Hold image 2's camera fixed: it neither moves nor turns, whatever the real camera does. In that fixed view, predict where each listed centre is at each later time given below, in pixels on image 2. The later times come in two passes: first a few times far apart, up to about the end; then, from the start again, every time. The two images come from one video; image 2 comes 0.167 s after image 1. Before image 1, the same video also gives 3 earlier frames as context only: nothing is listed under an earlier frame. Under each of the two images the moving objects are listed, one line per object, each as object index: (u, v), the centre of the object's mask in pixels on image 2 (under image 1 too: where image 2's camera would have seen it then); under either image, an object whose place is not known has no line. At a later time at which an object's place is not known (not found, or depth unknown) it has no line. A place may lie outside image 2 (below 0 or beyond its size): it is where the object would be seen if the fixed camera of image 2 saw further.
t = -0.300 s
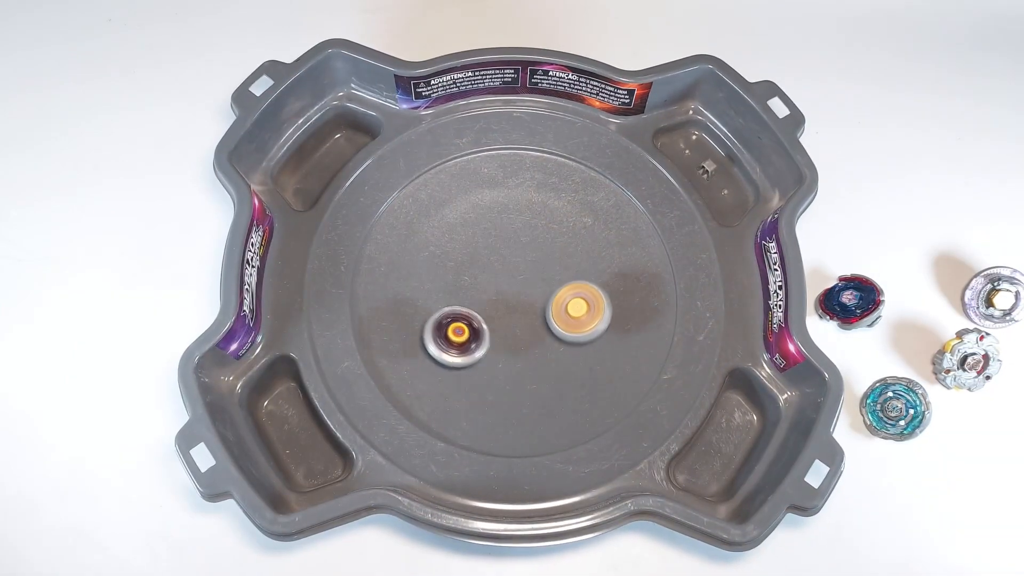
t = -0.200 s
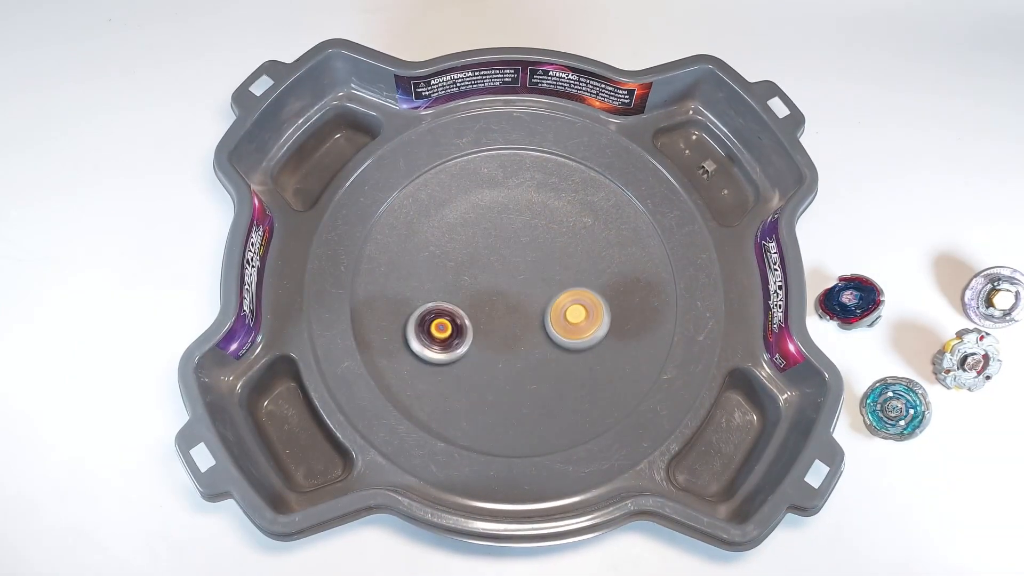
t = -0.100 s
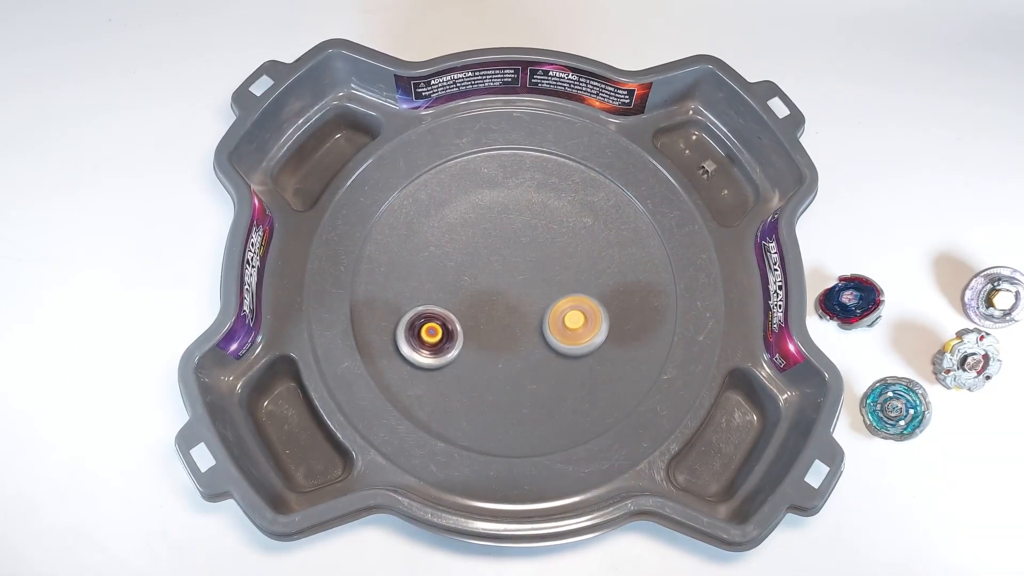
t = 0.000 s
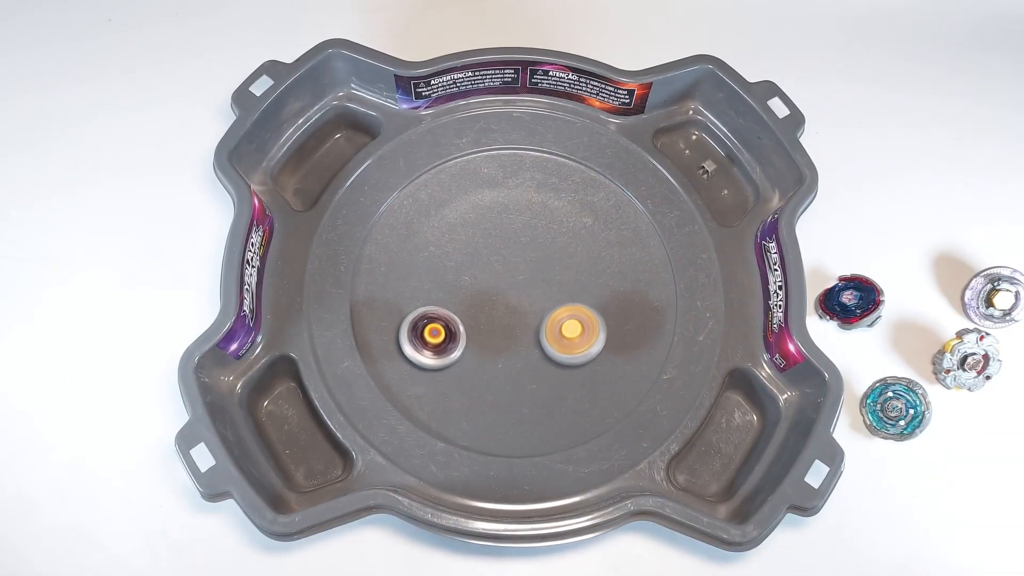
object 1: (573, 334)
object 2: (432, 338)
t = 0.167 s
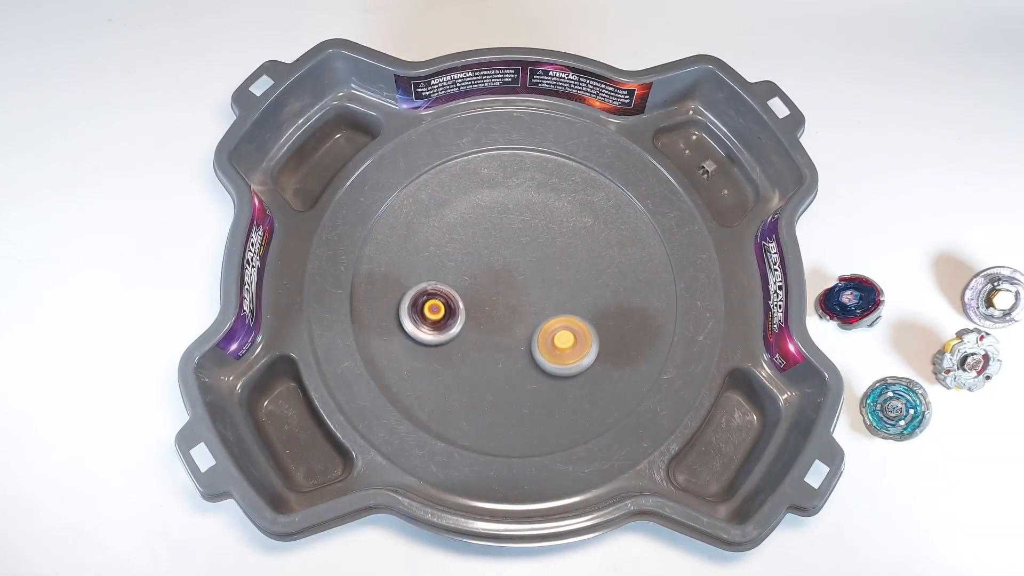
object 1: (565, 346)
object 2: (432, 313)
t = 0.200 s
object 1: (563, 347)
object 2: (431, 309)
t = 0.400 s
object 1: (551, 357)
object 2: (426, 296)
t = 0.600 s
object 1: (531, 360)
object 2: (435, 274)
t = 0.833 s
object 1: (505, 356)
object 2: (462, 250)
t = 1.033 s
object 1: (475, 343)
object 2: (469, 252)
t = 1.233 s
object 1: (452, 325)
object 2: (515, 242)
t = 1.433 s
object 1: (442, 303)
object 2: (526, 226)
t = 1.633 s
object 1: (440, 279)
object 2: (526, 221)
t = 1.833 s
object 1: (449, 260)
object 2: (545, 246)
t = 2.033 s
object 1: (462, 241)
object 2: (574, 255)
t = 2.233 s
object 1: (476, 227)
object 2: (580, 252)
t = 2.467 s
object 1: (500, 225)
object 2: (584, 282)
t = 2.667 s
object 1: (525, 230)
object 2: (589, 300)
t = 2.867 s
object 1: (546, 246)
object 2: (577, 313)
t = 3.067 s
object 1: (557, 257)
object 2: (576, 338)
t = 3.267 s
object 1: (559, 272)
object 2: (554, 336)
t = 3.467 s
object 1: (559, 253)
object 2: (535, 367)
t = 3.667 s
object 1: (538, 270)
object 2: (523, 345)
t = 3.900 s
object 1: (582, 227)
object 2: (469, 393)
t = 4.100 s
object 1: (585, 196)
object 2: (452, 377)
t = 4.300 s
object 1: (530, 247)
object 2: (483, 324)
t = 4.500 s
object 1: (527, 261)
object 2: (475, 303)
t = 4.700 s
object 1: (588, 243)
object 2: (446, 297)
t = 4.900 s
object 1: (584, 236)
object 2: (469, 269)
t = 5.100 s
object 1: (573, 254)
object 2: (477, 236)
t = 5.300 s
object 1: (572, 280)
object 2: (475, 237)
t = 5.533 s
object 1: (566, 311)
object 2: (523, 236)
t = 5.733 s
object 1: (563, 329)
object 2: (543, 226)
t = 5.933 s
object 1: (557, 334)
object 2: (544, 232)
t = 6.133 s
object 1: (542, 337)
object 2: (556, 244)
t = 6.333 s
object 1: (517, 333)
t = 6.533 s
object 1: (497, 321)
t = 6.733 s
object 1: (478, 306)
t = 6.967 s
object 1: (462, 296)
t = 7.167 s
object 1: (459, 295)
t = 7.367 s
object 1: (474, 285)
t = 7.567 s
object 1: (497, 278)
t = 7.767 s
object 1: (519, 276)
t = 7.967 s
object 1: (539, 276)
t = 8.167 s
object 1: (555, 276)
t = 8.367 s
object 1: (561, 276)
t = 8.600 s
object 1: (559, 289)
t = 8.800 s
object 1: (555, 300)
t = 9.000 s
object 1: (546, 309)
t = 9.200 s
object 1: (534, 314)
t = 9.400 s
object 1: (522, 316)
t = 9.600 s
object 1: (524, 395)
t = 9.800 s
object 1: (534, 375)
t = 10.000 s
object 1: (536, 350)
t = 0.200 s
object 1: (563, 347)
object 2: (431, 309)
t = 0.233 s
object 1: (561, 349)
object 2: (429, 306)
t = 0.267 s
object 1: (559, 351)
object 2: (428, 304)
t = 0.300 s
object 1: (558, 353)
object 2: (427, 302)
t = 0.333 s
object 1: (556, 354)
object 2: (426, 301)
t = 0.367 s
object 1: (553, 356)
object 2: (426, 299)
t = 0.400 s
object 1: (551, 357)
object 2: (426, 296)
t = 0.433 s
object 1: (548, 358)
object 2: (427, 292)
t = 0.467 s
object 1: (545, 359)
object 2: (430, 287)
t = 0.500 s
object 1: (541, 360)
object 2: (431, 283)
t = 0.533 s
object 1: (538, 360)
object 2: (433, 278)
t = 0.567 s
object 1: (534, 360)
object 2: (434, 275)
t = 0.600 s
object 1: (531, 360)
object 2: (435, 274)
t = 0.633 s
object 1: (528, 360)
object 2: (438, 273)
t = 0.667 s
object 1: (525, 359)
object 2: (440, 271)
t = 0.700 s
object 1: (522, 359)
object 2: (443, 268)
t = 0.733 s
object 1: (518, 358)
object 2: (447, 263)
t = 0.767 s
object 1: (514, 357)
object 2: (453, 258)
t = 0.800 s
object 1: (510, 357)
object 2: (459, 253)
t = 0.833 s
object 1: (505, 356)
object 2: (462, 250)
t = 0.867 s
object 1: (500, 355)
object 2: (463, 249)
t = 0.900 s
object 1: (495, 353)
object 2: (461, 250)
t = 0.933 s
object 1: (489, 351)
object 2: (459, 252)
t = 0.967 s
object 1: (484, 349)
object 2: (460, 253)
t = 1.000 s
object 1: (479, 346)
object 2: (462, 253)
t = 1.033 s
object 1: (475, 343)
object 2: (469, 252)
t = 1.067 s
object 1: (470, 341)
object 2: (478, 252)
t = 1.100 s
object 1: (466, 337)
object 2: (488, 251)
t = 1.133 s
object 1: (462, 335)
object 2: (495, 250)
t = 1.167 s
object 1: (458, 331)
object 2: (502, 248)
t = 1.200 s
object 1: (455, 328)
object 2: (508, 245)
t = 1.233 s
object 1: (452, 325)
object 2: (515, 242)
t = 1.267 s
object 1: (450, 321)
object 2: (521, 239)
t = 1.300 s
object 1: (448, 317)
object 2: (523, 236)
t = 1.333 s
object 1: (447, 314)
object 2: (525, 234)
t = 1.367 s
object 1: (445, 310)
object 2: (527, 231)
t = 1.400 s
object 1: (443, 307)
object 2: (526, 228)
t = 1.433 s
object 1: (442, 303)
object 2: (526, 226)
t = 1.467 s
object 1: (440, 299)
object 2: (527, 223)
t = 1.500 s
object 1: (440, 295)
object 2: (528, 220)
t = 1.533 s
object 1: (440, 291)
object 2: (527, 217)
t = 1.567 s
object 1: (439, 287)
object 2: (527, 216)
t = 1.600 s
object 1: (439, 283)
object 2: (526, 218)
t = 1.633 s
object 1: (440, 279)
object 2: (526, 221)
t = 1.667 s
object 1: (441, 276)
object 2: (525, 225)
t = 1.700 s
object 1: (442, 272)
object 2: (525, 228)
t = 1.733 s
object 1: (443, 269)
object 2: (528, 232)
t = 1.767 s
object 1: (445, 265)
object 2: (533, 236)
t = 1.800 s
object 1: (447, 262)
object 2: (539, 241)
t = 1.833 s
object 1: (449, 260)
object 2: (545, 246)
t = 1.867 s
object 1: (450, 257)
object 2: (550, 249)
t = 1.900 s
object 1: (453, 254)
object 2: (555, 252)
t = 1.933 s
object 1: (455, 250)
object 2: (560, 253)
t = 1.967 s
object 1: (458, 247)
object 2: (565, 254)
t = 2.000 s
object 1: (460, 244)
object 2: (569, 254)
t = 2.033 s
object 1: (462, 241)
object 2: (574, 255)
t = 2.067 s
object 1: (464, 238)
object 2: (577, 254)
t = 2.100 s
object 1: (466, 235)
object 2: (579, 252)
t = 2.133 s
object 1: (468, 233)
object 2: (580, 250)
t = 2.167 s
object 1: (471, 231)
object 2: (580, 249)
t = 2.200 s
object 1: (474, 229)
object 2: (580, 249)
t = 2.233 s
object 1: (476, 227)
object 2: (580, 252)
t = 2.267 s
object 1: (480, 226)
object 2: (581, 258)
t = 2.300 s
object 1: (483, 225)
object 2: (581, 264)
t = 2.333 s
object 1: (485, 225)
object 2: (582, 270)
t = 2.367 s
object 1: (489, 224)
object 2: (581, 275)
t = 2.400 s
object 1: (493, 224)
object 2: (581, 278)
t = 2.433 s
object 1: (496, 224)
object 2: (582, 279)
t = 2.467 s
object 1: (500, 225)
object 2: (584, 282)
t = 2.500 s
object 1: (504, 226)
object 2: (586, 285)
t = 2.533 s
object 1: (509, 227)
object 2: (588, 288)
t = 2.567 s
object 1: (513, 228)
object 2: (590, 291)
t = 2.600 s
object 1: (517, 229)
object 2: (589, 294)
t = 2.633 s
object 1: (521, 229)
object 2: (589, 298)
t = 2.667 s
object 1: (525, 230)
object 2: (589, 300)
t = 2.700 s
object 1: (529, 232)
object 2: (586, 303)
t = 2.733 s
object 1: (533, 233)
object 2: (584, 306)
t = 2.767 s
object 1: (537, 236)
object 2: (581, 307)
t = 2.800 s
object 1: (540, 238)
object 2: (579, 310)
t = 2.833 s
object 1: (543, 241)
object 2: (578, 311)
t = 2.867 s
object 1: (546, 246)
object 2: (577, 313)
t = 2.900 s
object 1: (549, 249)
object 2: (577, 315)
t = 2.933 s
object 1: (552, 253)
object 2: (575, 316)
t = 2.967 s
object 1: (555, 257)
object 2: (575, 320)
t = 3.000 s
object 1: (557, 261)
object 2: (574, 323)
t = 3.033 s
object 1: (557, 260)
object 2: (575, 330)
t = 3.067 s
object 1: (557, 257)
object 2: (576, 338)
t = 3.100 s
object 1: (557, 257)
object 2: (571, 341)
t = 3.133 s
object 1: (558, 259)
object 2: (565, 341)
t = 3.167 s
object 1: (559, 262)
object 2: (560, 340)
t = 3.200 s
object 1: (558, 266)
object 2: (557, 338)
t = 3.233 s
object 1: (558, 269)
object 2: (554, 336)
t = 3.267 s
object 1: (559, 272)
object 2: (554, 336)
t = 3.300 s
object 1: (560, 274)
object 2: (553, 336)
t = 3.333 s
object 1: (563, 267)
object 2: (549, 344)
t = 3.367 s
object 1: (566, 261)
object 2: (546, 354)
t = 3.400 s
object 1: (565, 257)
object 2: (542, 360)
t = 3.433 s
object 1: (563, 254)
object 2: (538, 366)
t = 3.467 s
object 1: (559, 253)
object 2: (535, 367)
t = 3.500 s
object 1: (553, 254)
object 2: (533, 364)
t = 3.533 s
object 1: (549, 256)
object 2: (531, 360)
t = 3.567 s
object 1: (545, 259)
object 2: (529, 356)
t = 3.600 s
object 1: (542, 262)
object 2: (527, 351)
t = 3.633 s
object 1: (540, 266)
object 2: (525, 348)
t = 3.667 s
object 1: (538, 270)
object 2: (523, 345)
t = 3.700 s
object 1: (536, 274)
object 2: (521, 343)
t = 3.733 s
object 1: (535, 279)
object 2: (519, 342)
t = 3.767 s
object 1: (535, 283)
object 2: (517, 343)
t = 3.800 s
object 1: (540, 277)
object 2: (511, 350)
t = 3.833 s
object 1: (556, 256)
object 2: (496, 364)
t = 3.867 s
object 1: (570, 238)
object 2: (481, 382)
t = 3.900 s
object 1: (582, 227)
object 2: (469, 393)
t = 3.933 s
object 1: (592, 217)
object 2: (459, 398)
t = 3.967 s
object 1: (594, 203)
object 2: (450, 403)
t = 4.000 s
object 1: (595, 195)
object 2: (446, 403)
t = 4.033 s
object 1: (594, 193)
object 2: (447, 397)
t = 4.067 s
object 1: (590, 195)
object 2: (448, 388)
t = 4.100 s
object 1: (585, 196)
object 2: (452, 377)
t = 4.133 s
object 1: (578, 203)
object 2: (457, 366)
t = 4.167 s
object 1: (569, 213)
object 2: (464, 355)
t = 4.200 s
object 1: (558, 224)
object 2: (471, 346)
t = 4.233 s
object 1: (548, 232)
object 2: (475, 338)
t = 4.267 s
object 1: (539, 241)
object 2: (479, 330)
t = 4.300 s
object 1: (530, 247)
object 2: (483, 324)
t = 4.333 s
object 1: (523, 252)
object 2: (483, 319)
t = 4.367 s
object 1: (518, 256)
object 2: (483, 313)
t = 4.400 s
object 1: (518, 258)
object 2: (479, 309)
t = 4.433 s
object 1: (521, 258)
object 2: (475, 308)
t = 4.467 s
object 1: (525, 259)
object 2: (474, 307)
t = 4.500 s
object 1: (527, 261)
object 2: (475, 303)
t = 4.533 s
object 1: (531, 262)
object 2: (480, 297)
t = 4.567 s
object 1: (547, 256)
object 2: (470, 296)
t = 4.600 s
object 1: (562, 252)
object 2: (458, 297)
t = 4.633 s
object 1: (576, 248)
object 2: (450, 295)
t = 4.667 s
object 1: (584, 245)
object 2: (446, 296)
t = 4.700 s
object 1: (588, 243)
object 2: (446, 297)
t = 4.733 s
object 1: (589, 240)
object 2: (448, 296)
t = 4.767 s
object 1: (589, 238)
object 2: (452, 293)
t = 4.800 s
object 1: (588, 237)
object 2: (457, 289)
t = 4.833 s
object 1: (587, 236)
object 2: (461, 283)
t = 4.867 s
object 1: (586, 236)
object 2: (465, 276)
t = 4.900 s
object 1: (584, 236)
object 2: (469, 269)
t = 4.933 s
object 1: (583, 238)
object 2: (473, 262)
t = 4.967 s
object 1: (580, 239)
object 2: (476, 256)
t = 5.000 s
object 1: (577, 242)
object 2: (477, 251)
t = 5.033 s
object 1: (576, 245)
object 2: (478, 244)
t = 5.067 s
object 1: (575, 249)
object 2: (478, 240)
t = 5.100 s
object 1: (573, 254)
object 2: (477, 236)
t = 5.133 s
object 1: (572, 259)
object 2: (474, 235)
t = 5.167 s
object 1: (572, 263)
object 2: (472, 236)
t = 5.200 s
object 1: (572, 267)
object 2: (472, 236)
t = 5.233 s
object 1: (571, 272)
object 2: (471, 236)
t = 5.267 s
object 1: (571, 276)
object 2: (472, 237)
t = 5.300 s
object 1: (572, 280)
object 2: (475, 237)
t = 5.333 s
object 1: (571, 285)
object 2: (479, 236)
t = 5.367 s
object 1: (570, 290)
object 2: (484, 235)
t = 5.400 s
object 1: (569, 295)
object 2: (491, 234)
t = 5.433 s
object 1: (568, 299)
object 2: (499, 235)
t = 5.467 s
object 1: (568, 303)
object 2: (507, 235)
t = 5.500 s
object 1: (567, 307)
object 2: (515, 236)
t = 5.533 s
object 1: (566, 311)
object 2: (523, 236)
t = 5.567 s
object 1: (566, 314)
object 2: (530, 236)
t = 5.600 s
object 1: (565, 318)
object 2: (534, 235)
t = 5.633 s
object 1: (564, 321)
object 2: (537, 233)
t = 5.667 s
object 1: (564, 324)
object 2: (540, 230)
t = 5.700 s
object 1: (564, 327)
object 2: (542, 227)
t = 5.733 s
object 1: (563, 329)
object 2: (543, 226)
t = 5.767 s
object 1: (563, 331)
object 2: (544, 225)
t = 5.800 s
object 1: (562, 333)
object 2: (544, 225)
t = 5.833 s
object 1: (562, 333)
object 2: (544, 226)
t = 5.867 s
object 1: (560, 333)
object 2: (544, 228)
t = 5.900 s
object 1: (559, 333)
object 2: (545, 229)
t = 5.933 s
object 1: (557, 334)
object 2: (544, 232)
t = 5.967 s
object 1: (554, 335)
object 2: (546, 235)
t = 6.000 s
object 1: (552, 335)
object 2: (547, 238)
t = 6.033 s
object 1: (550, 336)
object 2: (549, 239)
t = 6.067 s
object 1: (548, 336)
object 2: (551, 241)
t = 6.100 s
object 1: (545, 337)
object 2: (553, 243)
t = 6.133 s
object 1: (542, 337)
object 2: (556, 244)
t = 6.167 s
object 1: (539, 338)
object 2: (559, 246)
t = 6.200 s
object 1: (535, 338)
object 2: (562, 251)
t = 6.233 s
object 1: (530, 337)
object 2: (563, 258)
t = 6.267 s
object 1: (526, 336)
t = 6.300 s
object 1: (522, 335)
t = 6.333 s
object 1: (517, 333)
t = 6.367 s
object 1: (514, 332)
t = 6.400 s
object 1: (511, 331)
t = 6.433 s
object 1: (507, 328)
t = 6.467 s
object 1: (503, 324)
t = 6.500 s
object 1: (501, 322)
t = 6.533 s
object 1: (497, 321)
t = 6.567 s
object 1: (494, 318)
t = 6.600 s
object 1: (491, 316)
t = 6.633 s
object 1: (487, 313)
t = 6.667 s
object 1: (484, 310)
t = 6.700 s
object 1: (481, 308)
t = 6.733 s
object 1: (478, 306)
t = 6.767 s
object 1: (475, 303)
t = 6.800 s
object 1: (473, 301)
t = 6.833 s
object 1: (470, 299)
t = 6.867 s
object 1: (468, 297)
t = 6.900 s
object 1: (466, 296)
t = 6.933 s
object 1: (463, 296)
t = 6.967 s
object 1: (462, 296)
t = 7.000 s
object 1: (462, 297)
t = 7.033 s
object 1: (461, 298)
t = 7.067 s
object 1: (461, 298)
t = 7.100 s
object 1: (460, 297)
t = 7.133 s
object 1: (460, 297)
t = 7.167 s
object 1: (459, 295)
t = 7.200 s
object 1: (460, 294)
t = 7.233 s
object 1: (460, 292)
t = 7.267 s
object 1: (462, 290)
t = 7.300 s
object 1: (465, 288)
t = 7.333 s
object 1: (469, 286)
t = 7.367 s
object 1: (474, 285)
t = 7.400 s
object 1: (479, 284)
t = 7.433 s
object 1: (481, 283)
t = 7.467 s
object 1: (485, 282)
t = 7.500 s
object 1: (490, 281)
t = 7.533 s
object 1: (493, 280)
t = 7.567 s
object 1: (497, 278)
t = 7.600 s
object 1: (502, 278)
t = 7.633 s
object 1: (505, 278)
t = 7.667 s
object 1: (507, 277)
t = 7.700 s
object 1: (511, 277)
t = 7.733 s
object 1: (515, 276)
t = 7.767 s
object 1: (519, 276)
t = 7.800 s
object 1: (523, 276)
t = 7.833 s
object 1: (526, 276)
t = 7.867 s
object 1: (529, 276)
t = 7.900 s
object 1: (533, 276)
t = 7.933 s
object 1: (535, 276)
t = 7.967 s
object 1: (539, 276)
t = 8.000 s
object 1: (542, 276)
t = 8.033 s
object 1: (545, 276)
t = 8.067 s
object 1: (548, 277)
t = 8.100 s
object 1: (551, 277)
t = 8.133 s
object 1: (552, 276)
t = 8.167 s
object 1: (555, 276)
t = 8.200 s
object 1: (557, 275)
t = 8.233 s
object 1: (557, 275)
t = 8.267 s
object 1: (558, 275)
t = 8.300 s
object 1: (560, 275)
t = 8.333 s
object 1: (561, 275)
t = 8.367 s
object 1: (561, 276)
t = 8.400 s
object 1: (562, 277)
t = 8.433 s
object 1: (562, 279)
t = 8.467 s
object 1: (561, 280)
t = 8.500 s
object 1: (561, 282)
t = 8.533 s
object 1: (560, 285)
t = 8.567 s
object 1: (559, 286)
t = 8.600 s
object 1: (559, 289)
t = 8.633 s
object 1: (558, 291)
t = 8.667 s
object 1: (558, 292)
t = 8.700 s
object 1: (557, 295)
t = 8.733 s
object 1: (557, 296)
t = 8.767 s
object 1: (556, 298)
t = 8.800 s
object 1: (555, 300)
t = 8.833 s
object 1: (554, 302)
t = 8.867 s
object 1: (553, 303)
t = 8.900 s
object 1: (551, 305)
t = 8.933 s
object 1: (549, 306)
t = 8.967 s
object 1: (548, 307)
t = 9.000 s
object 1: (546, 309)
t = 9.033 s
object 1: (544, 310)
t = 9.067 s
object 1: (542, 311)
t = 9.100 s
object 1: (540, 312)
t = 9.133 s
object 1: (538, 313)
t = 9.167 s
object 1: (536, 313)
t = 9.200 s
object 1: (534, 314)
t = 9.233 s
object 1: (532, 315)
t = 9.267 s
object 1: (530, 315)
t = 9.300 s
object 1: (528, 315)
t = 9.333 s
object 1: (526, 315)
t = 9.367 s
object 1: (525, 315)
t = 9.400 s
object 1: (522, 316)
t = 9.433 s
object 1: (519, 316)
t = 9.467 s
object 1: (518, 329)
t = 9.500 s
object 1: (519, 356)
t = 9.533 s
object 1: (521, 376)
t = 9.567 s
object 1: (523, 389)
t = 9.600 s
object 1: (524, 395)
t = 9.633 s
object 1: (525, 394)
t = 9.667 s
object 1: (526, 390)
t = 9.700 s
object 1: (529, 387)
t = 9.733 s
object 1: (531, 383)
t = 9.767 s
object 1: (533, 379)
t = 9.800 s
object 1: (534, 375)
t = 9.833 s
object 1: (536, 371)
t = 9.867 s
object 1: (536, 367)
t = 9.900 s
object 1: (536, 363)
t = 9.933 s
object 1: (536, 358)
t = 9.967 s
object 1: (536, 354)
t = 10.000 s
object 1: (536, 350)
